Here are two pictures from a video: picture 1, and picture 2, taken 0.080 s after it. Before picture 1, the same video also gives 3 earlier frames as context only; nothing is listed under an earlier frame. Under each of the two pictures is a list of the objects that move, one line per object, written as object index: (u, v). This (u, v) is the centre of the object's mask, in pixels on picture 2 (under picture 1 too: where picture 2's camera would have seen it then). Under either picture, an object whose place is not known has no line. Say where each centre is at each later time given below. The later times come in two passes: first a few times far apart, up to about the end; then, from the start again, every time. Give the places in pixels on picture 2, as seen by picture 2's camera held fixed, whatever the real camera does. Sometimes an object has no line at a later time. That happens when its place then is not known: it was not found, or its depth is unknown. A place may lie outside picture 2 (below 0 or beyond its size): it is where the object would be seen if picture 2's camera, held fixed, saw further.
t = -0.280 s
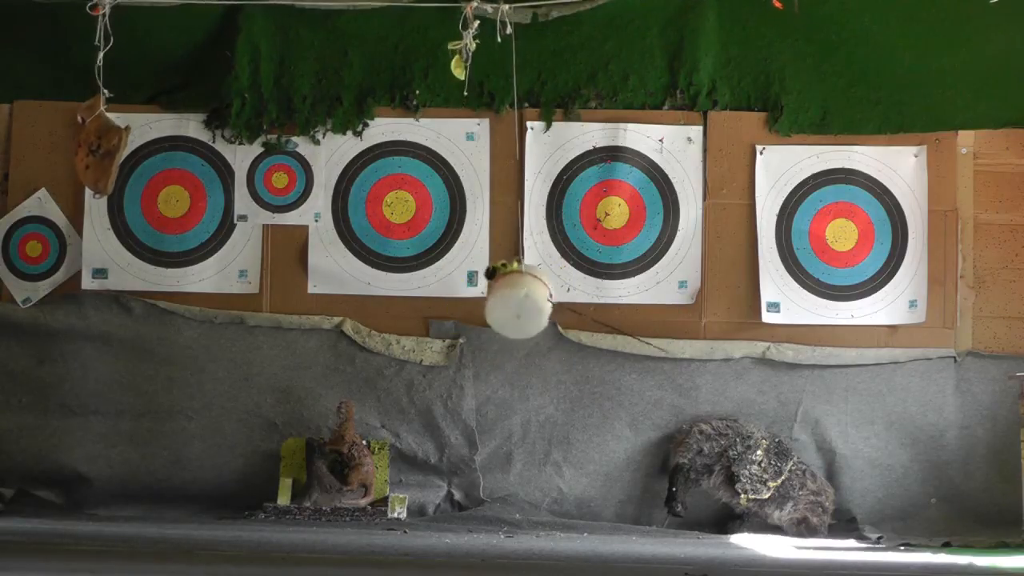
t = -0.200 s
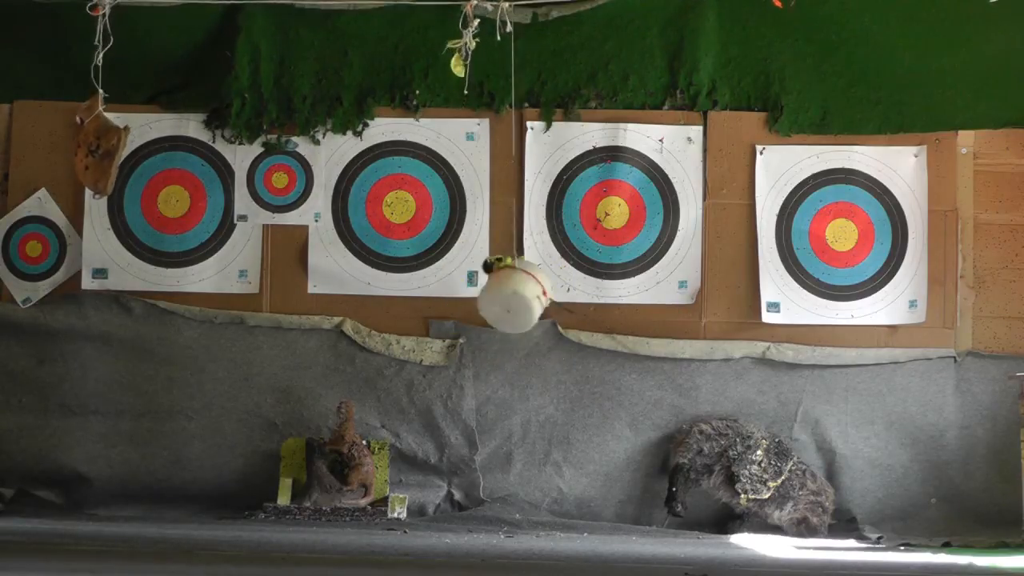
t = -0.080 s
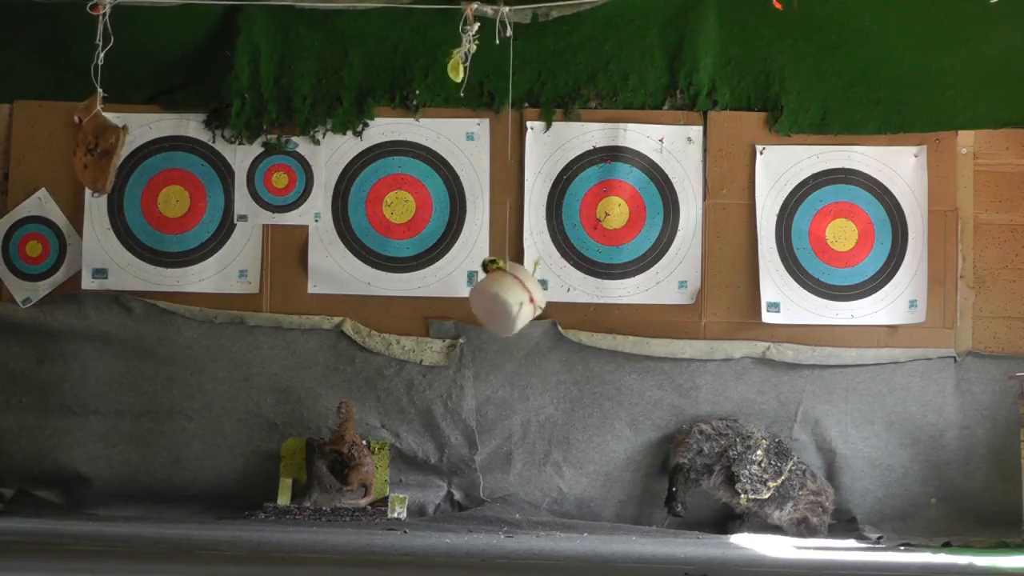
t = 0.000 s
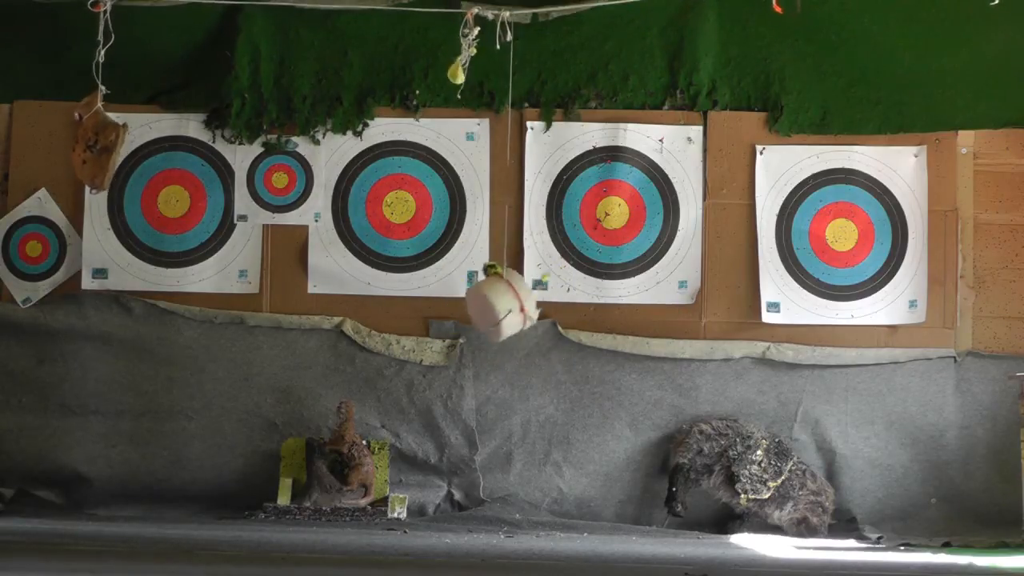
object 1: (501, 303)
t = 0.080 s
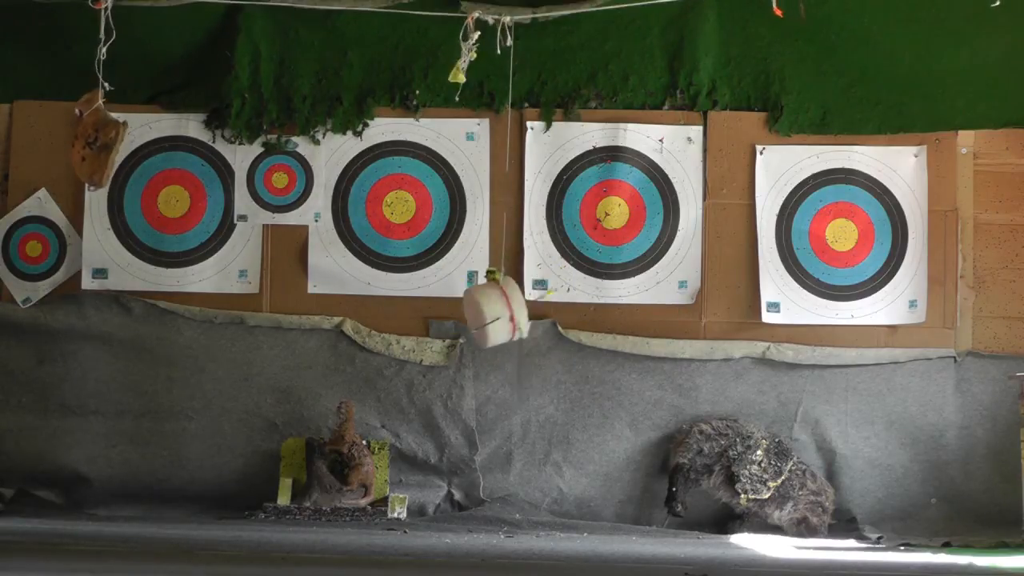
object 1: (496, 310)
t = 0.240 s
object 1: (487, 320)
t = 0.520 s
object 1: (481, 322)
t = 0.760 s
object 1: (484, 325)
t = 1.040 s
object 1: (501, 297)
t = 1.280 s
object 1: (519, 286)
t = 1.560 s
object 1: (533, 317)
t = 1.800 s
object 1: (532, 326)
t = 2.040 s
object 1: (521, 325)
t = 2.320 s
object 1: (504, 320)
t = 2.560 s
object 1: (489, 303)
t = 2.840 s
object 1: (475, 319)
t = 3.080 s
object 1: (475, 330)
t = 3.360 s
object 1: (492, 316)
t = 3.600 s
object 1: (511, 315)
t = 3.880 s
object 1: (529, 304)
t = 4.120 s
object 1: (534, 309)
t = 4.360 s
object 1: (529, 334)
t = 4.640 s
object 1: (513, 324)
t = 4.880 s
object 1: (498, 314)
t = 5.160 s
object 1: (486, 315)
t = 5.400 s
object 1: (486, 310)
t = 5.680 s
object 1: (495, 330)
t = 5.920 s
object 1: (510, 328)
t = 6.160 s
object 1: (526, 307)
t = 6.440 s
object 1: (536, 309)
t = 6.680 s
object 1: (534, 313)
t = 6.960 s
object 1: (517, 324)
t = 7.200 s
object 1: (499, 331)
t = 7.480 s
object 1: (485, 317)
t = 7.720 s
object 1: (480, 316)
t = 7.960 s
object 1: (484, 325)
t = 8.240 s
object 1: (500, 323)
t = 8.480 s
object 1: (514, 328)
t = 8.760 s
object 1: (525, 314)
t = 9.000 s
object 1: (524, 302)
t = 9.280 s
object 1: (513, 319)
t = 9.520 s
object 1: (500, 324)
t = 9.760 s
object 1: (489, 324)
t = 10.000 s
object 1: (482, 327)
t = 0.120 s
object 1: (493, 313)
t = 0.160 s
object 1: (491, 316)
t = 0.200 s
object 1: (489, 318)
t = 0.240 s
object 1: (487, 320)
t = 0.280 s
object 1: (485, 321)
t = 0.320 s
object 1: (484, 322)
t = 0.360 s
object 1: (483, 322)
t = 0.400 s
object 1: (482, 322)
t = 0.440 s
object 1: (482, 321)
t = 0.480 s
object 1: (481, 321)
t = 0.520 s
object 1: (481, 322)
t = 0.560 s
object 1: (481, 323)
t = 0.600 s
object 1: (481, 324)
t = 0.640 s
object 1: (481, 326)
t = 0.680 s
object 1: (482, 326)
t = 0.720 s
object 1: (483, 326)
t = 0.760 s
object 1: (484, 325)
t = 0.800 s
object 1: (485, 324)
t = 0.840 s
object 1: (488, 320)
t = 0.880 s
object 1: (490, 316)
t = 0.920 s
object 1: (492, 312)
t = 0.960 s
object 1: (496, 307)
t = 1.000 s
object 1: (498, 302)
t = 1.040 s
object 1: (501, 297)
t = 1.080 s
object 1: (505, 292)
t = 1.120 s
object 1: (508, 288)
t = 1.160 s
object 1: (511, 285)
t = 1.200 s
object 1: (514, 284)
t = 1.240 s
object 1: (516, 284)
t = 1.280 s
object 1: (519, 286)
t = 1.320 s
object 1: (522, 290)
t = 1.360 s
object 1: (524, 294)
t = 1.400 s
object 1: (527, 299)
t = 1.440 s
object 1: (529, 304)
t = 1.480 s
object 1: (530, 309)
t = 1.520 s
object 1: (532, 313)
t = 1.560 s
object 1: (533, 317)
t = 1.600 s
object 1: (533, 321)
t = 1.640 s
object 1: (534, 323)
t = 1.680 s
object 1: (534, 325)
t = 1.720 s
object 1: (534, 325)
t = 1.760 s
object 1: (533, 326)
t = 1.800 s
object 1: (532, 326)
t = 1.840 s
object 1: (530, 325)
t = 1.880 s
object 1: (529, 324)
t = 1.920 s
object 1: (527, 323)
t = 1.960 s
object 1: (525, 324)
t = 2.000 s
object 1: (523, 324)
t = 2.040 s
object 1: (521, 325)
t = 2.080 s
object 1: (519, 326)
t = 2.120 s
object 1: (517, 327)
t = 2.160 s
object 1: (515, 326)
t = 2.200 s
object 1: (512, 325)
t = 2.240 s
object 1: (510, 324)
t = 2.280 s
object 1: (507, 322)
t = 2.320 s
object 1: (504, 320)
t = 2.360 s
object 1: (501, 318)
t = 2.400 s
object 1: (498, 315)
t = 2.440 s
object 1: (496, 311)
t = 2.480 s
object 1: (493, 308)
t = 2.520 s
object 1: (491, 305)
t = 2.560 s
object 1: (489, 303)
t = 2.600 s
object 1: (486, 302)
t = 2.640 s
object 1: (484, 302)
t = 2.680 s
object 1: (482, 304)
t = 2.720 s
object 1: (480, 307)
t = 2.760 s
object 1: (478, 311)
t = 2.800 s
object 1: (477, 314)
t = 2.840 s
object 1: (475, 319)
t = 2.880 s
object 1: (474, 322)
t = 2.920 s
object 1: (473, 326)
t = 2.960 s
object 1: (473, 328)
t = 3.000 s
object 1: (473, 329)
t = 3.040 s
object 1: (474, 330)
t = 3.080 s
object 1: (475, 330)
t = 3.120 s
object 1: (476, 329)
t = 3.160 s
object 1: (479, 327)
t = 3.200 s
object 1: (481, 325)
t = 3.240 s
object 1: (483, 322)
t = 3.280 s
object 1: (486, 320)
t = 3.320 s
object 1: (489, 317)
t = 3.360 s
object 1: (492, 316)
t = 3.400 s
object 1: (495, 315)
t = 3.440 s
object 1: (498, 315)
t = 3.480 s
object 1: (502, 315)
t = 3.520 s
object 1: (505, 315)
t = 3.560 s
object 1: (508, 315)
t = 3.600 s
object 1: (511, 315)
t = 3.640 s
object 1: (514, 314)
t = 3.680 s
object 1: (518, 312)
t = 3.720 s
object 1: (520, 311)
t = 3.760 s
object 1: (522, 310)
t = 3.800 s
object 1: (525, 308)
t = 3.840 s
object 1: (527, 306)
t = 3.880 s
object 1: (529, 304)
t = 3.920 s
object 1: (531, 302)
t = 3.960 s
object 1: (532, 302)
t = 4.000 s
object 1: (533, 302)
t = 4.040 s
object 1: (534, 303)
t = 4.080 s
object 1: (534, 306)
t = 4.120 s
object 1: (534, 309)
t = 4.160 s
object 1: (534, 314)
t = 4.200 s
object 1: (534, 319)
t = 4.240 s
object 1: (533, 323)
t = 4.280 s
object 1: (533, 326)
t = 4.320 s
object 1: (531, 332)
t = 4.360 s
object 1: (529, 334)
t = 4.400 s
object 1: (528, 335)
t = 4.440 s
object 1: (525, 336)
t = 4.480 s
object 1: (523, 335)
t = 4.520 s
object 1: (521, 333)
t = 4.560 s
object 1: (518, 330)
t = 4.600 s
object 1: (516, 327)
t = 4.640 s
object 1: (513, 324)
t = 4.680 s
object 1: (511, 320)
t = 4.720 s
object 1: (508, 318)
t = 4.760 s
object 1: (505, 315)
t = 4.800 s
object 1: (503, 314)
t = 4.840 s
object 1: (501, 314)
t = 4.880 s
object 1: (498, 314)
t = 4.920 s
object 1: (496, 315)
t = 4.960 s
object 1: (494, 315)
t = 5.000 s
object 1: (491, 316)
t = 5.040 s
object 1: (490, 316)
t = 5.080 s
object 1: (488, 316)
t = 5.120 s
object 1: (487, 315)
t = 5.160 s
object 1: (486, 315)
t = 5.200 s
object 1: (485, 314)
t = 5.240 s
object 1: (485, 313)
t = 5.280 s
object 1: (485, 312)
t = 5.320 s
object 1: (485, 311)
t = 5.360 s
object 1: (486, 310)
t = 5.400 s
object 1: (486, 310)
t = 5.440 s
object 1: (487, 310)
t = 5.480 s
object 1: (488, 312)
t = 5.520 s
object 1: (489, 316)
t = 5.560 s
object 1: (490, 319)
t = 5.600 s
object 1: (491, 323)
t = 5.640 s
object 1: (493, 327)
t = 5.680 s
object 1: (495, 330)
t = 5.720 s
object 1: (497, 332)
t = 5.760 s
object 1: (499, 333)
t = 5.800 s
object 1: (501, 333)
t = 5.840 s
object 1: (504, 333)
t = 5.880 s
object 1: (507, 331)
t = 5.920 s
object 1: (510, 328)
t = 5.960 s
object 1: (513, 325)
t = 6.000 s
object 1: (516, 320)
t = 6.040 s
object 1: (519, 317)
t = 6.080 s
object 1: (521, 312)
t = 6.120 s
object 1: (524, 309)
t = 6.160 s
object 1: (526, 307)
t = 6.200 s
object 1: (528, 305)
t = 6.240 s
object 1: (530, 304)
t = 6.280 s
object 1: (532, 305)
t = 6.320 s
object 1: (533, 306)
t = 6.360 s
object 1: (535, 307)
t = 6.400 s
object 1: (536, 308)
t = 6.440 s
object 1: (536, 309)
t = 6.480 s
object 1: (537, 311)
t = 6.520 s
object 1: (538, 312)
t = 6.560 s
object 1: (537, 312)
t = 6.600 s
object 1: (536, 313)
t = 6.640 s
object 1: (535, 313)
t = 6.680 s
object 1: (534, 313)
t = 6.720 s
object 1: (532, 313)
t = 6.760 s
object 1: (530, 313)
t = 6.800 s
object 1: (528, 314)
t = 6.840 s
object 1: (525, 315)
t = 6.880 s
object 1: (523, 317)
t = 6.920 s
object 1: (520, 321)
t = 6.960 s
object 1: (517, 324)
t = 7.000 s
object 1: (514, 327)
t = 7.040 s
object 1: (511, 330)
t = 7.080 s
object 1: (508, 329)
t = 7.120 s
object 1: (505, 334)
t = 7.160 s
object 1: (502, 331)
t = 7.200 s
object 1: (499, 331)
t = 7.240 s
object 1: (496, 330)
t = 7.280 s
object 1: (494, 332)
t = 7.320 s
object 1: (491, 330)
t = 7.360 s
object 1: (489, 326)
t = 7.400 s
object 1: (488, 323)
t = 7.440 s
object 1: (486, 320)
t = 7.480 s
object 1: (485, 317)
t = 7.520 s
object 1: (484, 314)
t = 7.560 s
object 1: (483, 313)
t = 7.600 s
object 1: (482, 313)
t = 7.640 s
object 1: (481, 313)
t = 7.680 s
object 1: (480, 314)
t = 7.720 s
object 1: (480, 316)
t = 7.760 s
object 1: (480, 317)
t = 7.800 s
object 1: (480, 320)
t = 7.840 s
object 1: (481, 321)
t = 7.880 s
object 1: (482, 323)
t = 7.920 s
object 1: (483, 324)
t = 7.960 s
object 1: (484, 325)
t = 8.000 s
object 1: (486, 326)
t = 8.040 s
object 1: (488, 326)
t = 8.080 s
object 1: (490, 326)
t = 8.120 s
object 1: (492, 325)
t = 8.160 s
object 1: (495, 324)
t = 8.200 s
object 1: (497, 324)
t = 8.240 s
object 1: (500, 323)
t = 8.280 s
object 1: (502, 324)
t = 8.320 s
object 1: (505, 324)
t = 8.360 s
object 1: (507, 325)
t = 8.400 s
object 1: (510, 327)
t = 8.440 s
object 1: (512, 327)
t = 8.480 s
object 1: (514, 328)
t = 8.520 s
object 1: (516, 328)
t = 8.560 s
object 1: (518, 327)
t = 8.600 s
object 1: (520, 326)
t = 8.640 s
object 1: (522, 324)
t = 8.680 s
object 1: (523, 321)
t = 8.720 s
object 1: (524, 318)
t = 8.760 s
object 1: (525, 314)
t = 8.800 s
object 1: (525, 311)
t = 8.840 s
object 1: (525, 307)
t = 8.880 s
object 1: (525, 305)
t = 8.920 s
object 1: (525, 303)
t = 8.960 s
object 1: (524, 302)
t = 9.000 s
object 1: (524, 302)
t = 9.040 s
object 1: (523, 303)
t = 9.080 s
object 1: (522, 305)
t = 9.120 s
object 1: (521, 308)
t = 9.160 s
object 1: (519, 311)
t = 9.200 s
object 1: (518, 313)
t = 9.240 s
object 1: (515, 317)
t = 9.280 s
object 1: (513, 319)
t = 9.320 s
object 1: (511, 321)
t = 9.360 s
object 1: (509, 323)
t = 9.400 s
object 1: (507, 324)
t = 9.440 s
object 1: (505, 324)
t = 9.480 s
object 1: (503, 324)
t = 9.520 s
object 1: (500, 324)
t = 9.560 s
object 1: (498, 323)
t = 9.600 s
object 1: (496, 323)
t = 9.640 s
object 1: (494, 323)
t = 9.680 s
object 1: (492, 322)
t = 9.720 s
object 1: (490, 323)
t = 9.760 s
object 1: (489, 324)
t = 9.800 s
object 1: (487, 325)
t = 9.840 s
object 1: (486, 326)
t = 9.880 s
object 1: (485, 327)
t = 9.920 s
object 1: (484, 327)
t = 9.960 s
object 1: (483, 327)
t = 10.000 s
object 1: (482, 327)
